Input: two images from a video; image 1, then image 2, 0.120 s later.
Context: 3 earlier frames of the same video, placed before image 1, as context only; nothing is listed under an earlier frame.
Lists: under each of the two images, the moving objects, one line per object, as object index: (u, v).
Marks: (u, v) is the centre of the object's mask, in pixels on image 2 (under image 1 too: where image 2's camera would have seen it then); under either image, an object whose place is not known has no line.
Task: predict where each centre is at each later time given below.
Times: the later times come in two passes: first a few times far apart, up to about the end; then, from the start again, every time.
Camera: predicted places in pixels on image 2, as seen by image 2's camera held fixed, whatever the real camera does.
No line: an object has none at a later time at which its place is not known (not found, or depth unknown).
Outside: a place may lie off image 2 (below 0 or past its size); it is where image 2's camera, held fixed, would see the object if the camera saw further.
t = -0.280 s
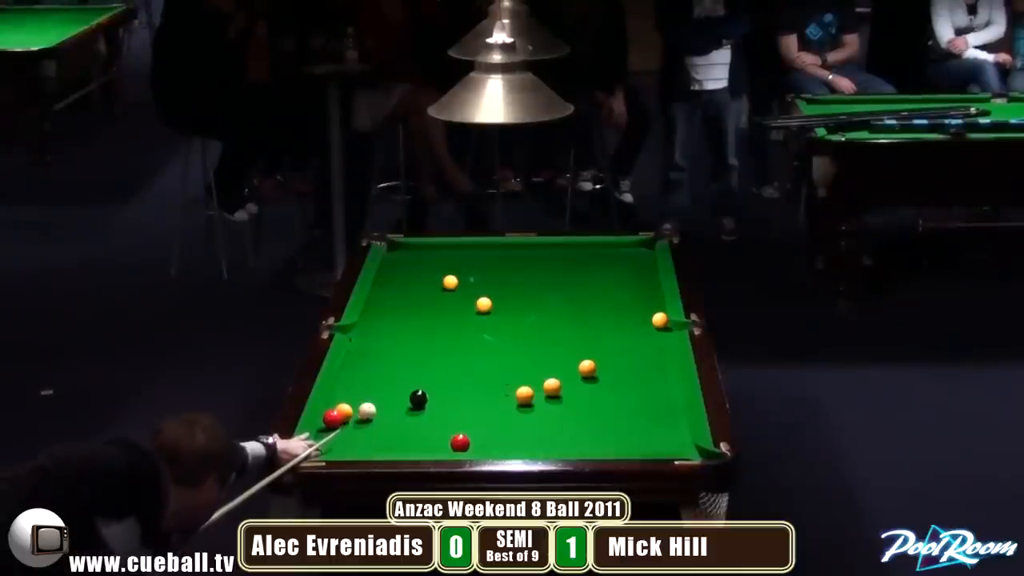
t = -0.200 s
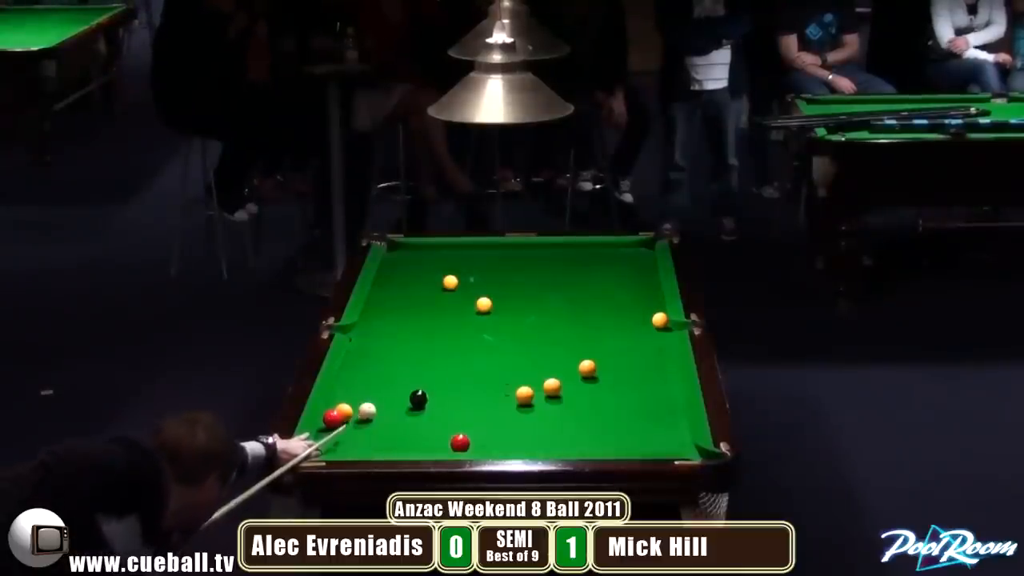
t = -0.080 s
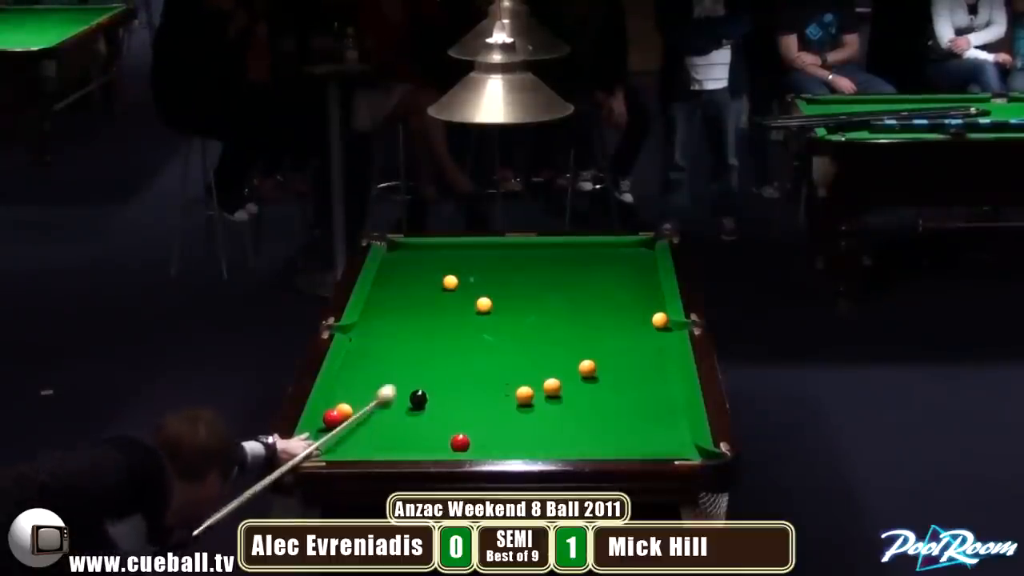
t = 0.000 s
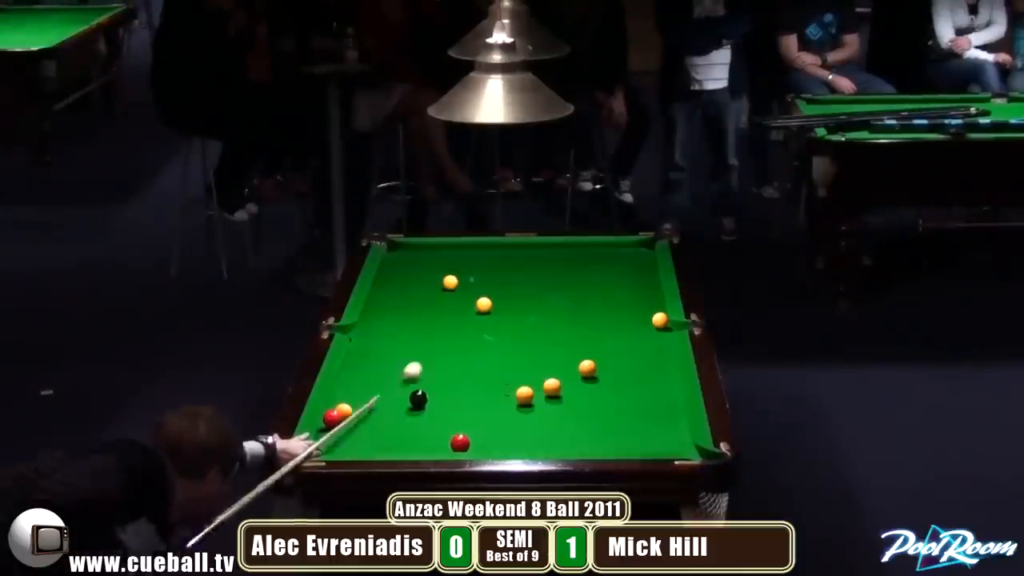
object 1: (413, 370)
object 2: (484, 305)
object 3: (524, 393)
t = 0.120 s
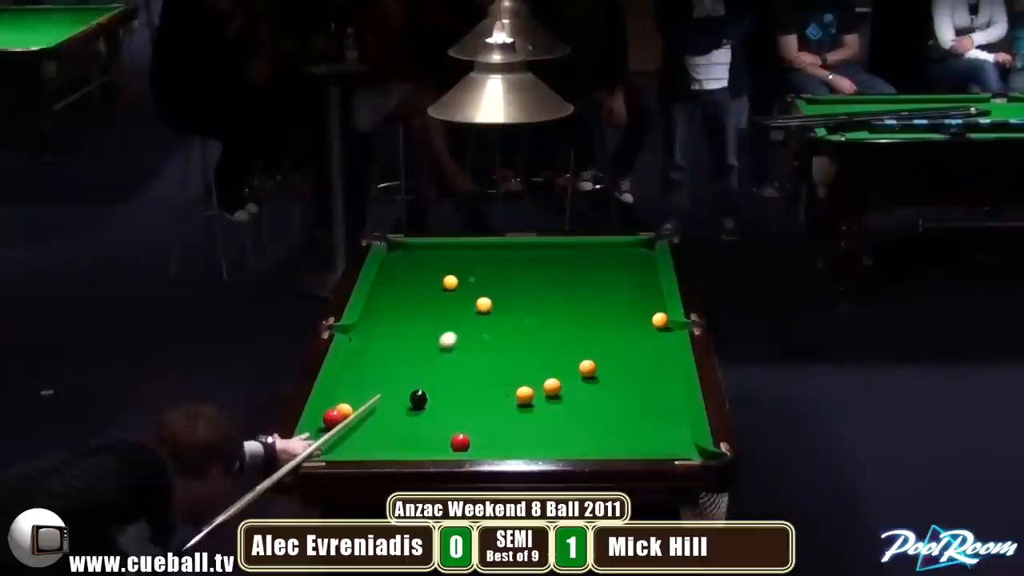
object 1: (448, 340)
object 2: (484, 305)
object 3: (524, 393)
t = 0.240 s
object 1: (478, 313)
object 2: (485, 303)
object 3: (524, 393)
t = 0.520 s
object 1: (529, 304)
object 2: (496, 266)
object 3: (524, 393)
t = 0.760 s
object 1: (570, 295)
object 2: (503, 247)
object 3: (524, 393)
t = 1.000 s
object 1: (607, 285)
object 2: (505, 261)
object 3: (524, 393)
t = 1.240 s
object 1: (642, 277)
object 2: (506, 275)
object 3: (524, 393)
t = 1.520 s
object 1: (639, 270)
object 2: (508, 291)
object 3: (524, 393)
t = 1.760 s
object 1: (624, 265)
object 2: (509, 304)
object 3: (524, 393)
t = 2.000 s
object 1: (611, 260)
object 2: (510, 319)
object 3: (524, 393)
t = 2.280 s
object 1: (598, 255)
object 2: (511, 335)
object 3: (524, 393)
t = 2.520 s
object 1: (588, 252)
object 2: (512, 350)
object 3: (524, 393)
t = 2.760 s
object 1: (578, 248)
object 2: (513, 364)
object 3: (524, 393)
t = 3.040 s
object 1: (569, 245)
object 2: (513, 380)
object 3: (524, 393)
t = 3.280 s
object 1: (565, 246)
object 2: (511, 392)
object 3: (529, 396)
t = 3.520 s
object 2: (499, 398)
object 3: (539, 402)
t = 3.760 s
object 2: (488, 403)
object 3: (547, 409)
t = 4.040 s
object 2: (477, 408)
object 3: (557, 416)
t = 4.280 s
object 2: (469, 413)
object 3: (564, 421)
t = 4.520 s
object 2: (461, 416)
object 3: (570, 426)
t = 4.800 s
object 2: (455, 419)
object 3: (575, 431)
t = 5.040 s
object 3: (579, 434)
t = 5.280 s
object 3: (582, 437)
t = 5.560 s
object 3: (584, 439)
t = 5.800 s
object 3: (586, 440)
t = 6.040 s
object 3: (587, 441)
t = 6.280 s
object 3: (587, 441)
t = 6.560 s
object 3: (587, 441)
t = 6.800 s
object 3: (587, 441)
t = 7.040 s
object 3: (587, 441)
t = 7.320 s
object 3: (587, 441)
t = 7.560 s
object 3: (587, 441)
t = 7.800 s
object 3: (587, 441)
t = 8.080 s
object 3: (587, 441)
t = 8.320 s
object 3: (587, 441)
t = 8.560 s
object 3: (587, 441)
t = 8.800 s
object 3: (587, 441)
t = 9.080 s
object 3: (587, 441)
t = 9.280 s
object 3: (587, 441)
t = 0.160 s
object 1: (458, 330)
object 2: (484, 305)
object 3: (524, 393)
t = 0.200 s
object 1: (469, 321)
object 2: (484, 305)
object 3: (524, 393)
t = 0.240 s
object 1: (478, 313)
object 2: (485, 303)
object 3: (524, 393)
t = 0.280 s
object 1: (487, 310)
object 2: (485, 298)
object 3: (524, 393)
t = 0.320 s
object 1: (494, 310)
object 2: (487, 293)
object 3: (524, 393)
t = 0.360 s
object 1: (501, 309)
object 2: (489, 286)
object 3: (524, 393)
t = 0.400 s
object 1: (508, 309)
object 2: (491, 281)
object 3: (524, 393)
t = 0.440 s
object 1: (515, 307)
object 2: (493, 276)
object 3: (524, 393)
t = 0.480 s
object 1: (522, 306)
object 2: (494, 271)
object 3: (524, 393)
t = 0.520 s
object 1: (529, 304)
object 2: (496, 266)
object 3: (524, 393)
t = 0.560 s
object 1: (536, 303)
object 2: (497, 262)
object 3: (524, 393)
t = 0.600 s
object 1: (543, 301)
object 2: (499, 258)
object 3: (524, 393)
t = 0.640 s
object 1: (550, 299)
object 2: (500, 254)
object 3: (524, 393)
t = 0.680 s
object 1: (557, 298)
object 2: (501, 250)
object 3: (524, 393)
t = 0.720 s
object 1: (564, 296)
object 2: (502, 246)
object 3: (524, 393)
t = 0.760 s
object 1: (570, 295)
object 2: (503, 247)
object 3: (524, 393)
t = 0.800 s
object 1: (576, 293)
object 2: (503, 250)
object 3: (524, 393)
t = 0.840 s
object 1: (583, 291)
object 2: (503, 252)
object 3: (524, 393)
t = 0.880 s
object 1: (589, 290)
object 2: (504, 254)
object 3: (524, 393)
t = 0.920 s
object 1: (595, 288)
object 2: (504, 256)
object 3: (524, 393)
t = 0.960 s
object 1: (601, 287)
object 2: (504, 259)
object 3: (524, 393)
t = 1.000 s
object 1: (607, 285)
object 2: (505, 261)
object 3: (524, 393)
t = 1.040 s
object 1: (613, 284)
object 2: (505, 263)
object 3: (524, 393)
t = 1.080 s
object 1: (619, 282)
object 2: (505, 266)
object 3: (524, 393)
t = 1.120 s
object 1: (625, 281)
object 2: (505, 268)
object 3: (524, 393)
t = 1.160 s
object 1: (631, 279)
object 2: (506, 270)
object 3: (524, 393)
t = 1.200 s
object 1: (636, 278)
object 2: (506, 272)
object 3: (524, 393)
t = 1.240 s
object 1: (642, 277)
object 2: (506, 275)
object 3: (524, 393)
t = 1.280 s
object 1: (648, 275)
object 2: (506, 277)
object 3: (524, 393)
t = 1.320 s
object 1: (652, 274)
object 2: (507, 279)
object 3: (524, 393)
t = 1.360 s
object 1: (649, 273)
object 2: (507, 281)
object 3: (524, 393)
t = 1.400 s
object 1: (647, 272)
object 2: (507, 284)
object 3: (524, 393)
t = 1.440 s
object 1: (644, 271)
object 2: (507, 286)
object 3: (524, 393)
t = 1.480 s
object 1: (641, 270)
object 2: (507, 288)
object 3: (524, 393)
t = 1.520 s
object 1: (639, 270)
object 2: (508, 291)
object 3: (524, 393)
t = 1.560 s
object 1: (636, 269)
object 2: (508, 293)
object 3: (524, 393)
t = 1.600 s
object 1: (634, 268)
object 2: (508, 295)
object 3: (524, 393)
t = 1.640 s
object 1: (631, 267)
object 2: (508, 298)
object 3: (524, 393)
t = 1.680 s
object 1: (629, 266)
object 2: (509, 300)
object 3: (524, 393)
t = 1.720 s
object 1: (626, 266)
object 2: (509, 302)
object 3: (524, 393)
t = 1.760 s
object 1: (624, 265)
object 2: (509, 304)
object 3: (524, 393)
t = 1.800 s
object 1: (622, 264)
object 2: (509, 307)
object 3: (524, 393)
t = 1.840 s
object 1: (620, 263)
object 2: (510, 309)
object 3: (524, 393)
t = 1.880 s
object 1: (617, 262)
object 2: (510, 312)
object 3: (524, 393)
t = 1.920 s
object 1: (615, 262)
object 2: (510, 314)
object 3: (524, 393)
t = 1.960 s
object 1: (613, 261)
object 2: (510, 316)
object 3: (524, 393)
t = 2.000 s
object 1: (611, 260)
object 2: (510, 319)
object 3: (524, 393)
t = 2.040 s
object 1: (609, 259)
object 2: (510, 321)
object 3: (524, 393)
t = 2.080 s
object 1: (607, 259)
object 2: (511, 324)
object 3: (524, 393)
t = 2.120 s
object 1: (605, 258)
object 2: (511, 326)
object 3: (524, 393)
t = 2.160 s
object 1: (603, 257)
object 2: (511, 328)
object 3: (524, 393)
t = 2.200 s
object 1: (601, 257)
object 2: (511, 331)
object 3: (524, 393)
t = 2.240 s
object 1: (600, 256)
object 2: (511, 333)
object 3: (524, 393)
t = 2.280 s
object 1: (598, 255)
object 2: (511, 335)
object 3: (524, 393)
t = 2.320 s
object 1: (596, 255)
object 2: (511, 338)
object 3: (524, 393)
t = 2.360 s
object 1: (594, 254)
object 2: (512, 340)
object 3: (524, 393)
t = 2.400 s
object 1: (592, 253)
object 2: (512, 342)
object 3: (524, 393)
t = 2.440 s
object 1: (591, 253)
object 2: (512, 345)
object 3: (524, 393)
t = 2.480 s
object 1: (589, 252)
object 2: (512, 347)
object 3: (524, 393)
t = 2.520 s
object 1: (588, 252)
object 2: (512, 350)
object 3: (524, 393)
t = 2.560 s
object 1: (586, 251)
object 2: (512, 352)
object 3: (524, 393)
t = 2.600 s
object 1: (584, 250)
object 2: (513, 355)
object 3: (524, 393)
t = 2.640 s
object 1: (583, 249)
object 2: (513, 357)
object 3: (524, 393)
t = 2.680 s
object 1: (581, 249)
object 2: (513, 359)
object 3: (524, 393)
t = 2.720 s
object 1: (580, 249)
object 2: (513, 362)
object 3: (524, 393)
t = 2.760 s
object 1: (578, 248)
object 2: (513, 364)
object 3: (524, 393)
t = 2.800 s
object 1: (577, 247)
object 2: (513, 366)
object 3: (524, 393)
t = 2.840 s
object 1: (576, 247)
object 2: (513, 369)
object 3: (524, 393)
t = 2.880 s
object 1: (574, 246)
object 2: (514, 371)
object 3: (524, 393)
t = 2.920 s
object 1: (573, 246)
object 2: (514, 373)
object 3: (524, 393)
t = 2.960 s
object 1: (571, 246)
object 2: (514, 375)
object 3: (524, 393)
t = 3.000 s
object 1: (570, 245)
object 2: (514, 378)
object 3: (524, 393)
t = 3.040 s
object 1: (569, 245)
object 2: (513, 380)
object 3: (524, 393)
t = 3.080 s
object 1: (568, 245)
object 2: (514, 382)
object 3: (524, 393)
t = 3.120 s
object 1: (568, 245)
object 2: (513, 384)
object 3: (524, 393)
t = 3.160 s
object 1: (567, 245)
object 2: (513, 387)
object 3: (524, 393)
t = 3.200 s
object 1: (566, 246)
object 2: (513, 389)
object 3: (525, 393)
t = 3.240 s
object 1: (566, 246)
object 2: (512, 391)
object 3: (527, 395)
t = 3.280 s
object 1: (565, 246)
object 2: (511, 392)
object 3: (529, 396)
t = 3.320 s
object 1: (564, 246)
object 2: (509, 393)
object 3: (531, 397)
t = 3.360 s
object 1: (564, 246)
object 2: (507, 394)
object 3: (532, 398)
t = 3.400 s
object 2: (505, 395)
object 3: (534, 399)
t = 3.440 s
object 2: (503, 396)
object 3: (536, 400)
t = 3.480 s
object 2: (501, 397)
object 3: (537, 401)
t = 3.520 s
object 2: (499, 398)
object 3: (539, 402)
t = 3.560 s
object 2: (497, 399)
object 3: (540, 403)
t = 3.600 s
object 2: (495, 400)
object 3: (541, 404)
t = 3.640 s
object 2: (494, 400)
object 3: (543, 405)
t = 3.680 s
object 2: (492, 402)
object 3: (545, 406)
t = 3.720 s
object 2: (490, 402)
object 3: (546, 407)
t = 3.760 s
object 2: (488, 403)
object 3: (547, 409)
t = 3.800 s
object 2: (487, 404)
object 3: (549, 409)
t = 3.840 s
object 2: (485, 405)
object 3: (550, 411)
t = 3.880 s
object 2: (483, 405)
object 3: (552, 413)
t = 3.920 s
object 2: (482, 406)
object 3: (553, 414)
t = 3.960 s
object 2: (480, 407)
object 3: (554, 414)
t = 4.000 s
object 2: (478, 408)
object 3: (555, 415)
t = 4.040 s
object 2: (477, 408)
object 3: (557, 416)
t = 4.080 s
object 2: (475, 409)
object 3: (558, 417)
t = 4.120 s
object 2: (474, 410)
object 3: (559, 418)
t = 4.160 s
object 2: (473, 411)
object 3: (560, 419)
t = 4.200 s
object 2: (471, 411)
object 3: (562, 420)
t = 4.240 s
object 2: (470, 412)
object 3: (562, 421)
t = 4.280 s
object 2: (469, 413)
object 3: (564, 421)
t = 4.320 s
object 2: (467, 413)
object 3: (565, 422)
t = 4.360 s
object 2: (466, 414)
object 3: (565, 423)
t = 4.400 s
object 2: (465, 414)
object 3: (567, 424)
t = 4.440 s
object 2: (464, 415)
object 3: (568, 424)
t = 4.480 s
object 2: (462, 416)
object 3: (569, 425)
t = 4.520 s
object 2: (461, 416)
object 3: (570, 426)
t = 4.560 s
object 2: (460, 417)
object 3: (570, 427)
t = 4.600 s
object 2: (459, 417)
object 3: (571, 427)
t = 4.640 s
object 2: (458, 418)
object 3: (572, 428)
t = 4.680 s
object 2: (457, 418)
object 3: (573, 429)
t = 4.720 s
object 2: (456, 419)
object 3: (573, 429)
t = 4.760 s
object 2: (455, 419)
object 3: (574, 430)
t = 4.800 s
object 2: (455, 419)
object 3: (575, 431)
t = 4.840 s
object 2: (454, 420)
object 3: (576, 432)
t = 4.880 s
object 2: (453, 420)
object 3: (577, 432)
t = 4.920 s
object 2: (452, 420)
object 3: (577, 432)
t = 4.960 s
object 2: (451, 421)
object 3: (578, 433)
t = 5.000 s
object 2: (450, 421)
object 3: (578, 434)
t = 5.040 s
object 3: (579, 434)
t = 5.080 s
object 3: (580, 435)
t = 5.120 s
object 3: (580, 435)
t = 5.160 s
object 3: (580, 436)
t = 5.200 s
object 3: (581, 436)
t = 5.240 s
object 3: (581, 437)
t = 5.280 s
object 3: (582, 437)
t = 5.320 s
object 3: (582, 437)
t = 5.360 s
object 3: (583, 438)
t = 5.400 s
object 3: (583, 438)
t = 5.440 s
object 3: (583, 438)
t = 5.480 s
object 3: (584, 439)
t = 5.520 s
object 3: (584, 439)
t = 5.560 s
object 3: (584, 439)
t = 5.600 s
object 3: (585, 439)
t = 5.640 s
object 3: (585, 439)
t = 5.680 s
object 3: (585, 439)
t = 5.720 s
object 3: (585, 440)
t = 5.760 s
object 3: (585, 440)
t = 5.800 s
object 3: (586, 440)
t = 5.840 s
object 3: (586, 440)
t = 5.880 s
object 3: (586, 440)
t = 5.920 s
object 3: (587, 440)
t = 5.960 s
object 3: (587, 440)
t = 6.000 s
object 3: (587, 440)
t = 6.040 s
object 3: (587, 441)
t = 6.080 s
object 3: (587, 441)
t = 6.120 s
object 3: (587, 441)
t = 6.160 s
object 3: (587, 441)
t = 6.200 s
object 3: (587, 441)
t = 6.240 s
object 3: (587, 441)
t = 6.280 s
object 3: (587, 441)
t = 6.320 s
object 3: (587, 441)
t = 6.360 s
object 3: (587, 441)
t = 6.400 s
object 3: (587, 441)
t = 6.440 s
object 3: (587, 441)
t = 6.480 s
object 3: (587, 441)
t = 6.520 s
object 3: (587, 441)
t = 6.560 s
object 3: (587, 441)
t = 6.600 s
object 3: (587, 441)
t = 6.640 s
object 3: (587, 441)
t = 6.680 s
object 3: (587, 441)
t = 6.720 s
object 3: (587, 441)
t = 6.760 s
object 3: (587, 441)
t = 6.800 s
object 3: (587, 441)
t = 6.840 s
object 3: (587, 441)
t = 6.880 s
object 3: (587, 441)
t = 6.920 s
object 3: (587, 441)
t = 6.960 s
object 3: (587, 441)
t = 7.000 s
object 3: (587, 441)
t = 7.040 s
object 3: (587, 441)
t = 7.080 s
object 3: (587, 441)
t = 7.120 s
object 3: (587, 441)
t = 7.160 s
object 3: (587, 441)
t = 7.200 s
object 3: (587, 441)
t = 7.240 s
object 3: (587, 441)
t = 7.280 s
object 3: (587, 441)
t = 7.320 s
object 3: (587, 441)
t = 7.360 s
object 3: (587, 441)
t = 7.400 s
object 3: (587, 441)
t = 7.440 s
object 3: (587, 441)
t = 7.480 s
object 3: (587, 441)
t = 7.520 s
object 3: (587, 441)
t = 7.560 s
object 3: (587, 441)
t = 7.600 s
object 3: (587, 441)
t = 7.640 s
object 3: (587, 441)
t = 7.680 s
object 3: (587, 441)
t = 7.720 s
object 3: (587, 441)
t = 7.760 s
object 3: (587, 441)
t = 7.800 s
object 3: (587, 441)
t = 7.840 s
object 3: (587, 441)
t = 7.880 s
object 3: (587, 441)
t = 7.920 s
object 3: (587, 441)
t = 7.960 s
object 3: (587, 441)
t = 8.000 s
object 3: (587, 441)
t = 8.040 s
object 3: (587, 441)
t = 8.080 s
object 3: (587, 441)
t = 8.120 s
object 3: (587, 441)
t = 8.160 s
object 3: (587, 441)
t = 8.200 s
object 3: (587, 441)
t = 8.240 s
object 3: (587, 441)
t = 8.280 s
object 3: (587, 441)
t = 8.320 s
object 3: (587, 441)
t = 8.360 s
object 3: (587, 441)
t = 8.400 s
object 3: (587, 441)
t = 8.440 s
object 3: (587, 441)
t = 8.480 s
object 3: (587, 441)
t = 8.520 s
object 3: (587, 441)
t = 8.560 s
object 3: (587, 441)
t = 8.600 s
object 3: (587, 441)
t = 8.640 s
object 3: (587, 441)
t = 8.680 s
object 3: (587, 441)
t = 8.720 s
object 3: (587, 441)
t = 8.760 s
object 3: (587, 441)
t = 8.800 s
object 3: (587, 441)
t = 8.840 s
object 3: (587, 441)
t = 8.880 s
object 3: (587, 441)
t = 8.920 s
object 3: (587, 441)
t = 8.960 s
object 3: (587, 441)
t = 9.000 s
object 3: (587, 441)
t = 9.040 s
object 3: (587, 441)
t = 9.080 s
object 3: (587, 441)
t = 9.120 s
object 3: (587, 441)
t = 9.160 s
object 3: (587, 441)
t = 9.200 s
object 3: (587, 441)
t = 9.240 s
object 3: (587, 441)
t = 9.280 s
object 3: (587, 441)
